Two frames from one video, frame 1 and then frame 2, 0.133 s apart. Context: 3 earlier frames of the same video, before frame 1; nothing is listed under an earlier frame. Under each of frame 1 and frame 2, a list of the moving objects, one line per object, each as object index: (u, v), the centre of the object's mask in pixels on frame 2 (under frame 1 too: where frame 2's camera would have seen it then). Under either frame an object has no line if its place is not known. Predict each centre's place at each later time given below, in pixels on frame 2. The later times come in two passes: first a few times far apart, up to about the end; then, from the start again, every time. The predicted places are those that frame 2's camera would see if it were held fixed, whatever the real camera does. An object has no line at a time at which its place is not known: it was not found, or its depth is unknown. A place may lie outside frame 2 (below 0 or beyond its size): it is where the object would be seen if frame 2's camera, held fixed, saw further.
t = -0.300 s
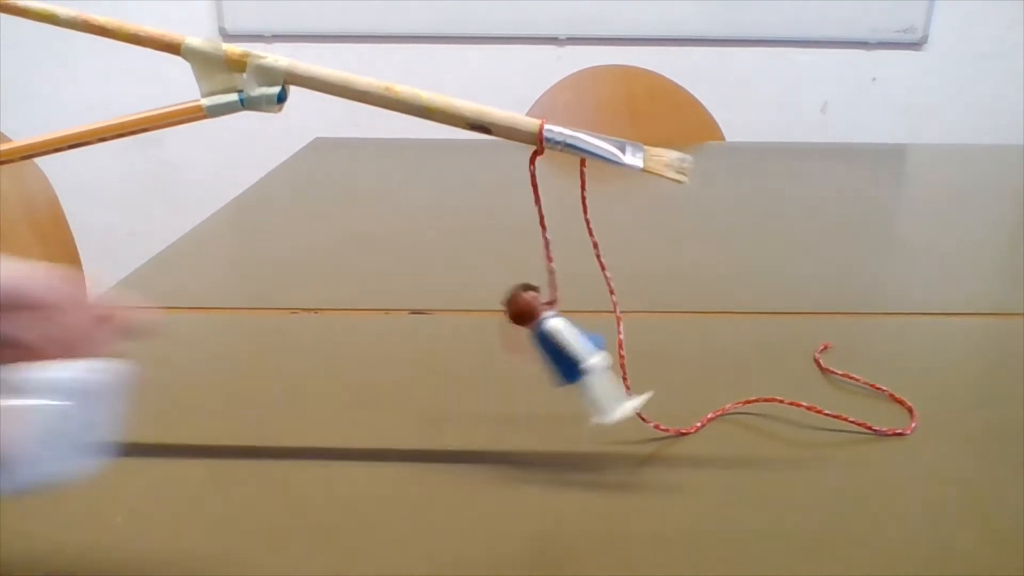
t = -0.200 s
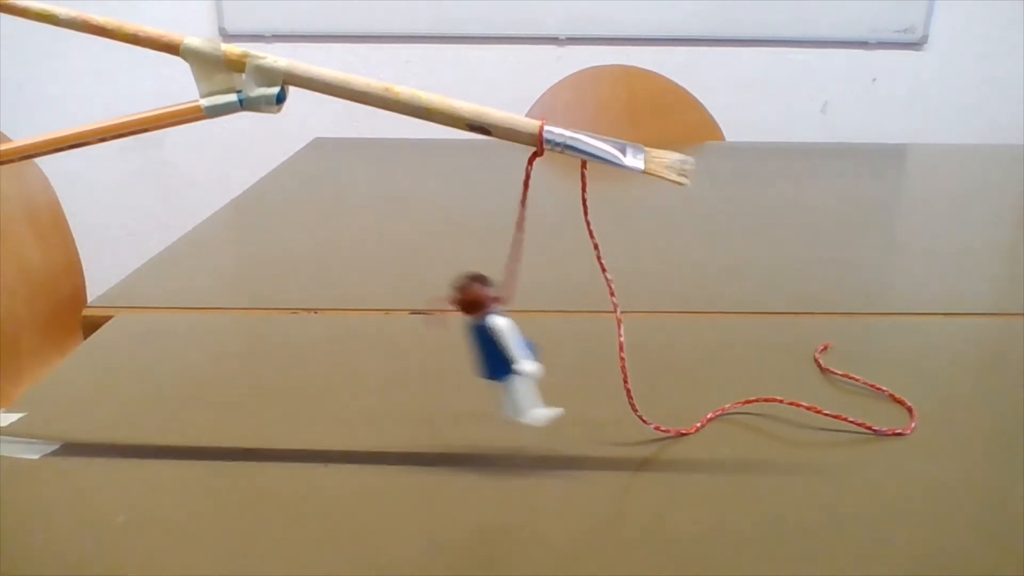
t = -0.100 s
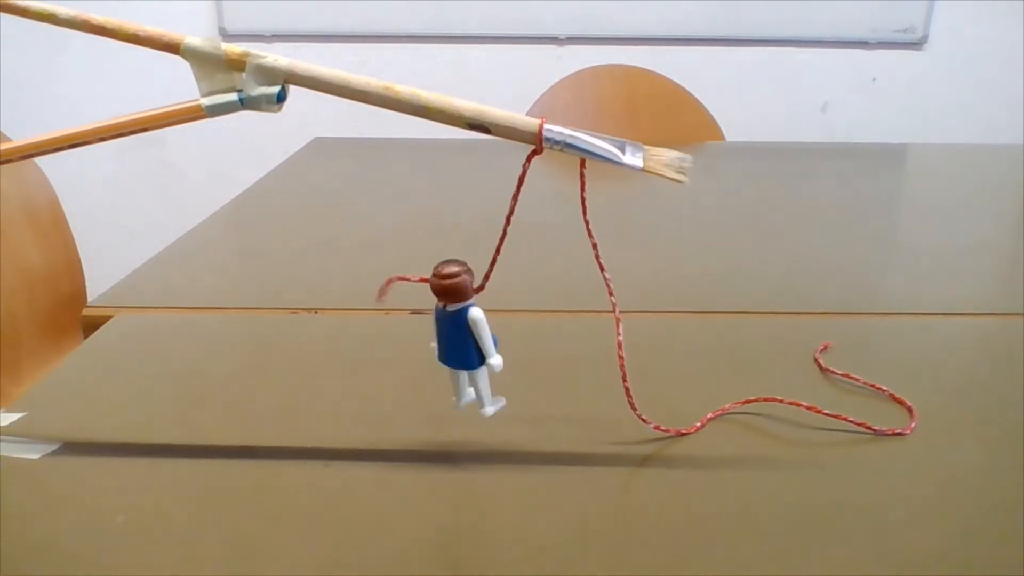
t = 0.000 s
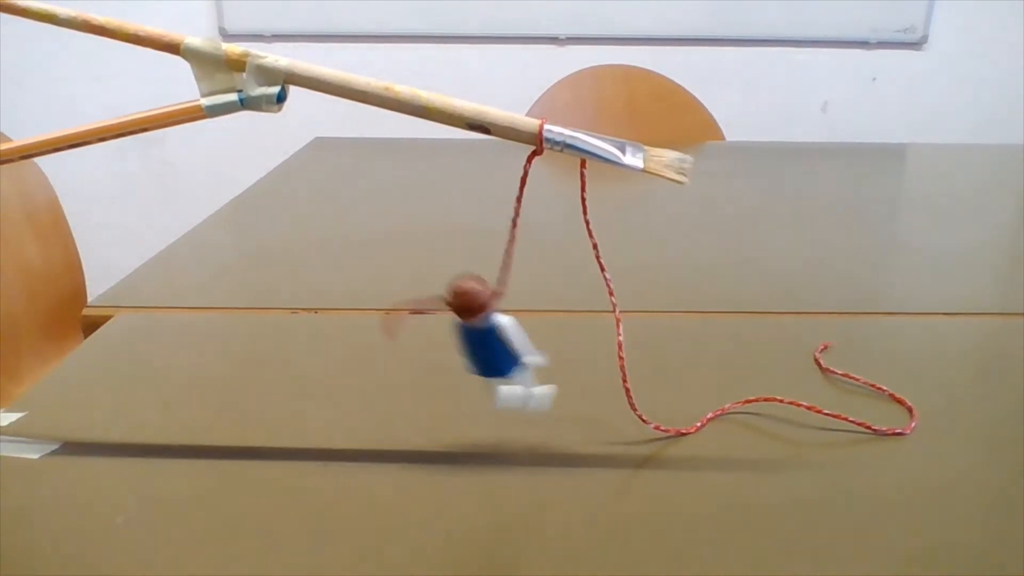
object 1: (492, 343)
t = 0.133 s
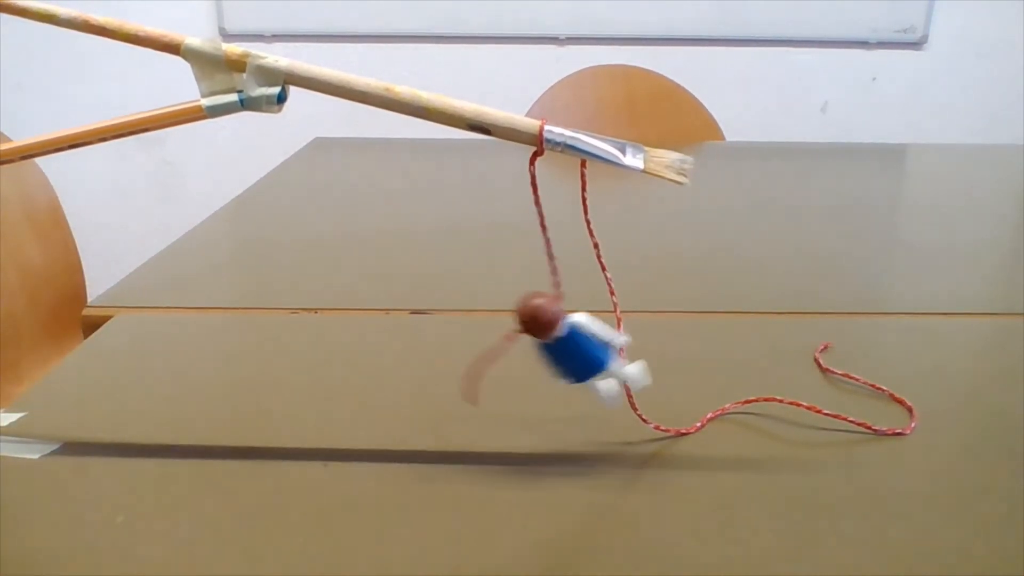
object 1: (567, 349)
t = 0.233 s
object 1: (589, 344)
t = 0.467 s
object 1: (470, 341)
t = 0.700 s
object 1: (567, 353)
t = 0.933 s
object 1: (535, 360)
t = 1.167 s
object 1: (489, 343)
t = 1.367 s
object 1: (576, 344)
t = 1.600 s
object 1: (488, 349)
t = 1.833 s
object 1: (539, 354)
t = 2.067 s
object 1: (555, 356)
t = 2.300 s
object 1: (483, 345)
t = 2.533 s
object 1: (570, 345)
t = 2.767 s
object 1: (497, 350)
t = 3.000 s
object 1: (532, 355)
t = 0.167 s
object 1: (581, 345)
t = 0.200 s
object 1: (590, 343)
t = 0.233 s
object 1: (589, 344)
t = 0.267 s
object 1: (569, 350)
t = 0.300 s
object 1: (553, 353)
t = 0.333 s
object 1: (533, 355)
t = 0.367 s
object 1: (511, 353)
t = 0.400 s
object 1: (494, 349)
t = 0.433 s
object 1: (478, 344)
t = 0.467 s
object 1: (470, 341)
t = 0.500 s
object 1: (467, 339)
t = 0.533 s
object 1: (472, 341)
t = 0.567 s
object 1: (486, 346)
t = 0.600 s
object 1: (505, 351)
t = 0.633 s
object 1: (526, 353)
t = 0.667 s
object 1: (548, 354)
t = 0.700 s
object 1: (567, 353)
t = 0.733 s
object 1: (579, 349)
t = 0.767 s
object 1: (586, 347)
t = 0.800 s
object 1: (586, 347)
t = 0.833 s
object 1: (582, 351)
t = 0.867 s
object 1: (573, 356)
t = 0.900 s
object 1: (556, 359)
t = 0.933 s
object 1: (535, 360)
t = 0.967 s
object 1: (515, 359)
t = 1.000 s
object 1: (496, 354)
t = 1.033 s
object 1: (480, 347)
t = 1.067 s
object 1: (471, 341)
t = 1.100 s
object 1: (472, 340)
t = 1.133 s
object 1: (478, 341)
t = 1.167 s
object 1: (489, 343)
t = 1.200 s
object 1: (505, 346)
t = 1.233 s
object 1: (523, 348)
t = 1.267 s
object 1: (541, 348)
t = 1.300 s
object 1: (558, 347)
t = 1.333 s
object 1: (570, 345)
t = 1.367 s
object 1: (576, 344)
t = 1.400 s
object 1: (576, 345)
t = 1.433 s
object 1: (568, 348)
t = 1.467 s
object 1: (554, 353)
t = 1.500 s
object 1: (537, 355)
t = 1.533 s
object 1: (519, 354)
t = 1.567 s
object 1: (504, 354)
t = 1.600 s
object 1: (488, 349)
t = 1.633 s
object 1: (479, 346)
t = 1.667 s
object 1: (475, 344)
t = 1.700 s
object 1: (478, 345)
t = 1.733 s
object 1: (487, 348)
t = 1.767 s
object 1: (501, 351)
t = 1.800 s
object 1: (519, 354)
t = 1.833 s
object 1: (539, 354)
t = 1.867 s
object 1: (557, 352)
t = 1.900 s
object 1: (570, 350)
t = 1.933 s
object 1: (577, 348)
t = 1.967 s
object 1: (579, 347)
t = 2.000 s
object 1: (576, 349)
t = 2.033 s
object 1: (568, 353)
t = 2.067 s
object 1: (555, 356)
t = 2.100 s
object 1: (538, 357)
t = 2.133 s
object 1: (522, 358)
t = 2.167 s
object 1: (502, 354)
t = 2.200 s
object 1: (488, 349)
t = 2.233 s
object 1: (480, 346)
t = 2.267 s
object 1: (478, 345)
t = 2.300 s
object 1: (483, 345)
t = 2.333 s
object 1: (492, 348)
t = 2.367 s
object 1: (505, 350)
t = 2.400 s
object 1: (520, 351)
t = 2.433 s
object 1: (537, 350)
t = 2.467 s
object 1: (552, 349)
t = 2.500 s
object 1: (564, 347)
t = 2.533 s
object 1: (570, 345)
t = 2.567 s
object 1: (570, 345)
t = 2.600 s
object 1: (566, 347)
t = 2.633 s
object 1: (556, 350)
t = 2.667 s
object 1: (543, 353)
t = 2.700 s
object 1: (527, 353)
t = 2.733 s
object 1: (510, 352)
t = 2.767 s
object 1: (497, 350)
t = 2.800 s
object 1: (487, 348)
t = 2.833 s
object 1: (482, 346)
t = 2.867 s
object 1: (482, 347)
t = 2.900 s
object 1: (489, 350)
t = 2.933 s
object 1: (500, 352)
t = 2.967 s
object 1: (520, 356)
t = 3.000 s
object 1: (532, 355)
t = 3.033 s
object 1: (547, 353)
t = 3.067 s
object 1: (561, 352)
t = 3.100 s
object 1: (569, 349)
